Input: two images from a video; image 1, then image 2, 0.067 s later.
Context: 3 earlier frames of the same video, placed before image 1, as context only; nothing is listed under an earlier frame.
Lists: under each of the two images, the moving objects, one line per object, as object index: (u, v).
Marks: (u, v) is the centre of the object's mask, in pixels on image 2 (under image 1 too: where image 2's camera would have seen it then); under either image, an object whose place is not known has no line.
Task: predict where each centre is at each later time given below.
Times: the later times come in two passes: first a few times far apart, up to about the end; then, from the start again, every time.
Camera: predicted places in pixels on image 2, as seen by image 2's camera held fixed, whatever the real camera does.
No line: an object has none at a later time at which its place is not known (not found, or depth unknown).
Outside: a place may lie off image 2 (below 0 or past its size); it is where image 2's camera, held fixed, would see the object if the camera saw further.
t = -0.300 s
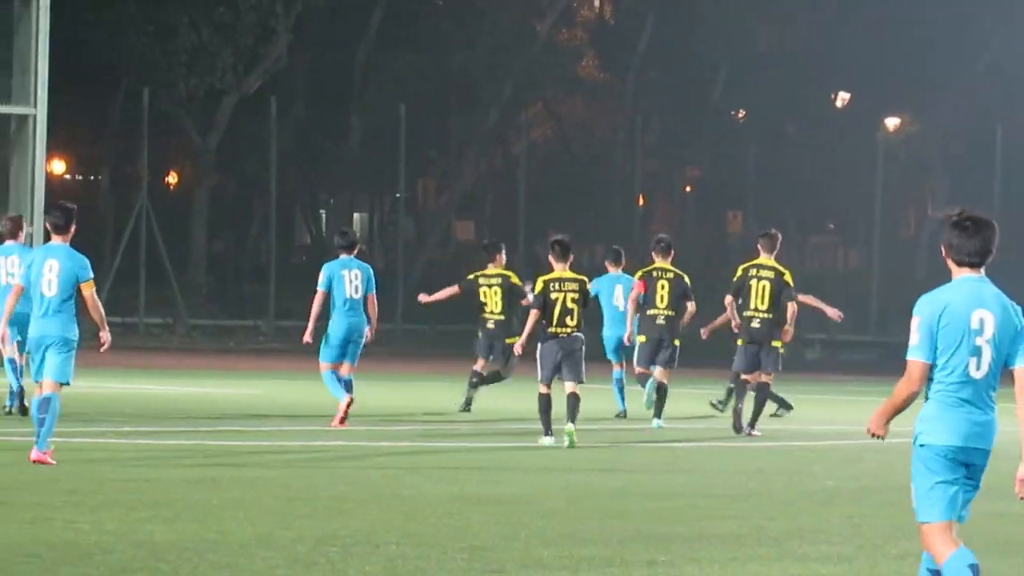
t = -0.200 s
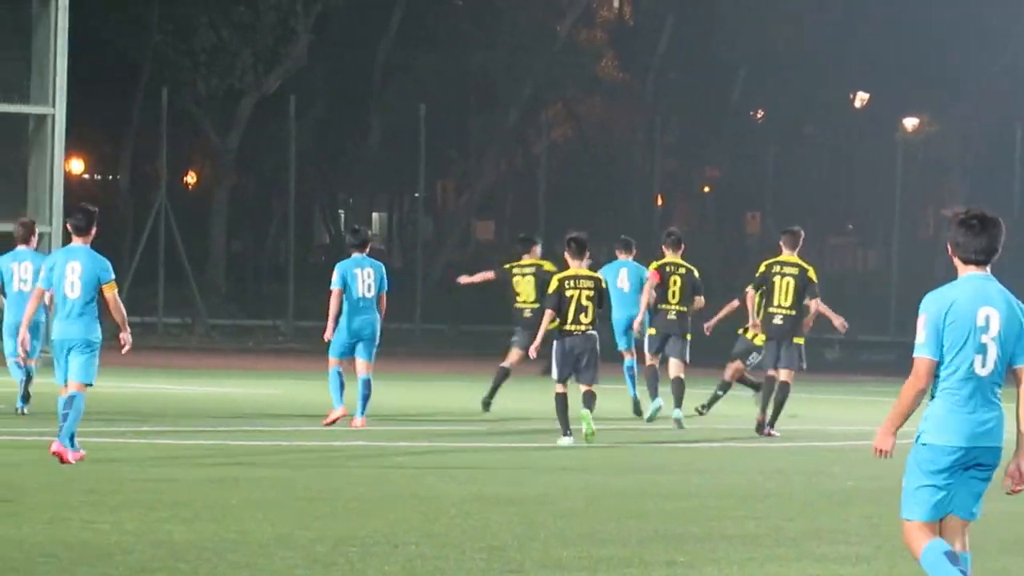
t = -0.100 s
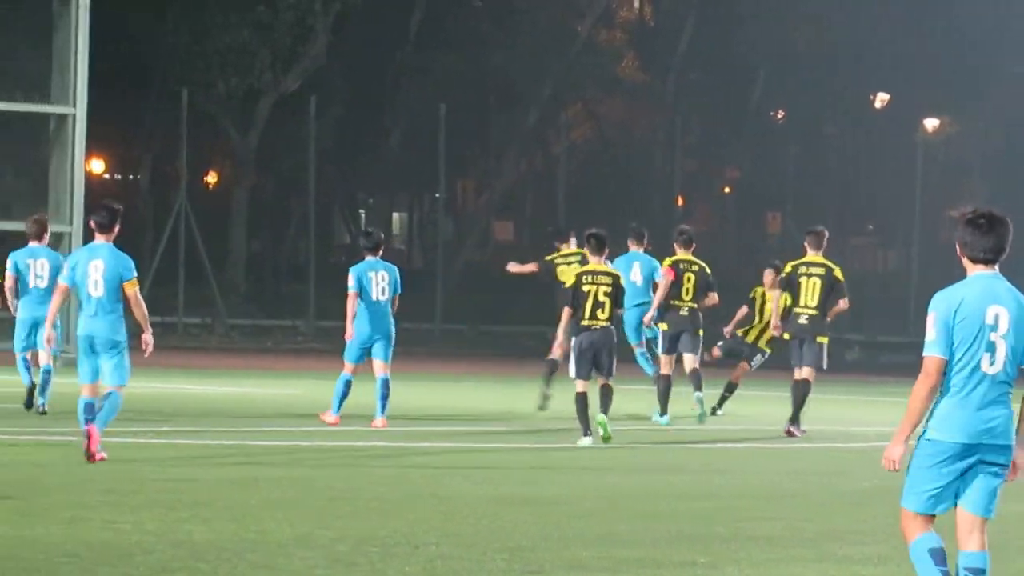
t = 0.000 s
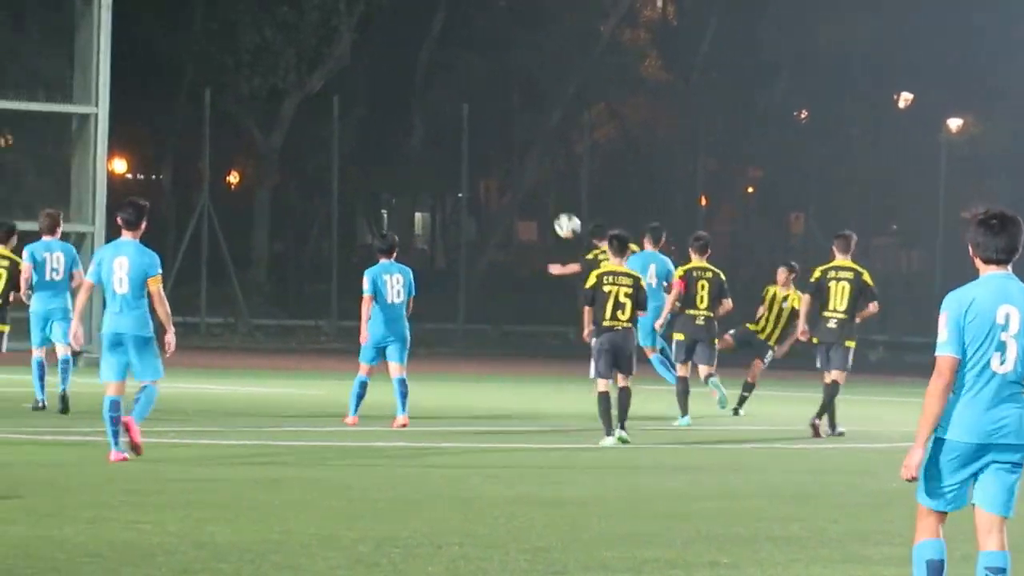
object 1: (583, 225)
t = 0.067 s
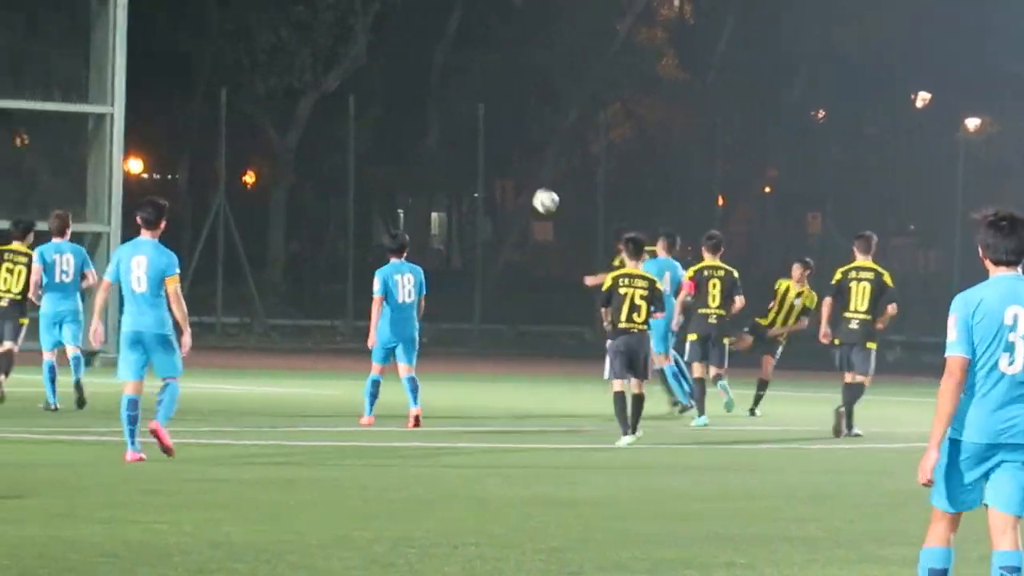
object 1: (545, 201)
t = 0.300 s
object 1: (414, 151)
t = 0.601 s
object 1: (248, 165)
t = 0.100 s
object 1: (527, 190)
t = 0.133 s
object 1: (508, 181)
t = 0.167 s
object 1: (489, 173)
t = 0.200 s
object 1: (471, 166)
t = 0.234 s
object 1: (452, 160)
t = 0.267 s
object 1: (433, 155)
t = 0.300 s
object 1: (414, 151)
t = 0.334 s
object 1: (396, 149)
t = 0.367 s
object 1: (377, 147)
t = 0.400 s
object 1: (359, 146)
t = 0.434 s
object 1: (340, 147)
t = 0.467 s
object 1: (321, 148)
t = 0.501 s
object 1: (303, 151)
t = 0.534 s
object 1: (285, 155)
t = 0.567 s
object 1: (266, 159)
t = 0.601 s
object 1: (248, 165)
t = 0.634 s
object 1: (229, 172)
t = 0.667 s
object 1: (211, 179)
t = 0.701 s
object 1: (193, 190)
